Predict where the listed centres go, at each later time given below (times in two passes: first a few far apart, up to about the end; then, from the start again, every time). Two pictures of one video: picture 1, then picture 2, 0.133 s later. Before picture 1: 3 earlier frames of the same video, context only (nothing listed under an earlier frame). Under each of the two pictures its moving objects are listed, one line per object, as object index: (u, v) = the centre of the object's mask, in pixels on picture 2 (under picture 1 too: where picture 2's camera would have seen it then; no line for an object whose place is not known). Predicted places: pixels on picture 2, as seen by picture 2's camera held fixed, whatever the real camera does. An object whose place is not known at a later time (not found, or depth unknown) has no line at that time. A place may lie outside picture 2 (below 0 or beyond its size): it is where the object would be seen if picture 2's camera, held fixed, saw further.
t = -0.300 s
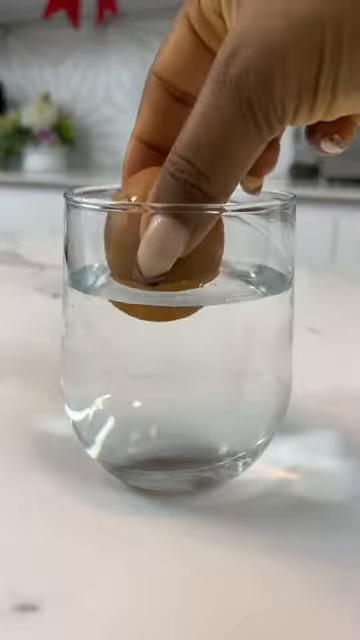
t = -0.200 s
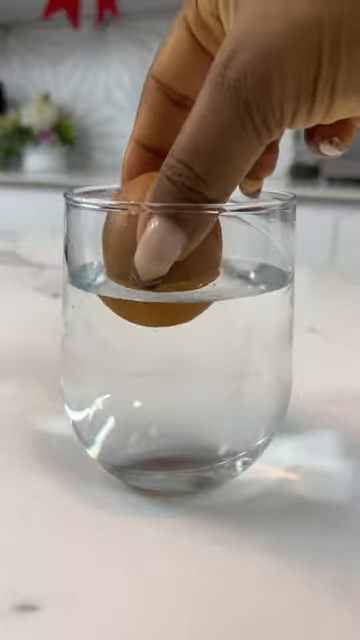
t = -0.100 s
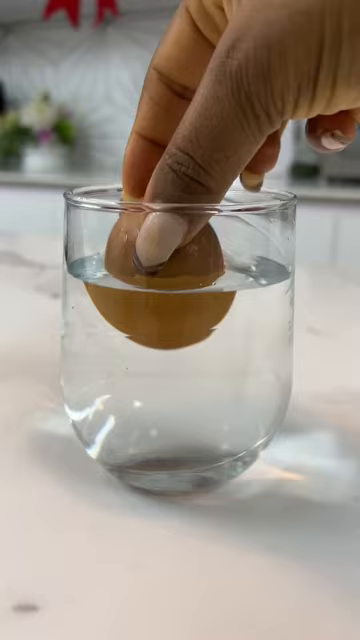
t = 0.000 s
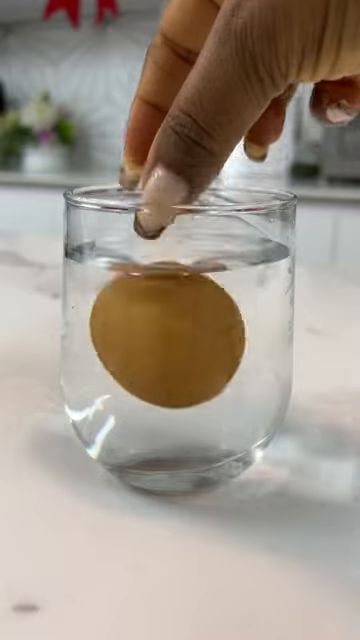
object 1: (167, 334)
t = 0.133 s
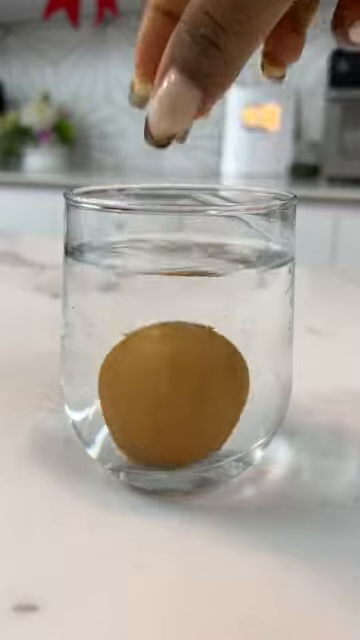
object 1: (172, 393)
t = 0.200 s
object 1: (176, 387)
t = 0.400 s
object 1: (188, 315)
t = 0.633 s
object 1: (202, 319)
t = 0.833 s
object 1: (205, 369)
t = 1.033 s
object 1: (211, 364)
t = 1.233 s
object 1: (214, 313)
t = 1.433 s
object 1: (214, 311)
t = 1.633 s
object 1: (213, 332)
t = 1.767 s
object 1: (213, 324)
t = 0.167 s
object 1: (174, 394)
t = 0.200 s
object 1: (176, 387)
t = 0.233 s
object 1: (179, 378)
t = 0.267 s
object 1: (182, 367)
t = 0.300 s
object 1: (184, 346)
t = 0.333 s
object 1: (186, 336)
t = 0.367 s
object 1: (187, 326)
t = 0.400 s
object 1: (188, 315)
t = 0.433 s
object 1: (188, 301)
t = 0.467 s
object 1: (190, 290)
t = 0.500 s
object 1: (193, 282)
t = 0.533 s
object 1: (197, 284)
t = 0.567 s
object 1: (200, 292)
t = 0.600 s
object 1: (201, 306)
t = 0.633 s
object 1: (202, 319)
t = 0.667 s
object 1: (201, 330)
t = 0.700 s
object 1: (200, 339)
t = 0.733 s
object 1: (201, 347)
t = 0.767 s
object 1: (202, 359)
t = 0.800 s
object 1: (204, 365)
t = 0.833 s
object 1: (205, 369)
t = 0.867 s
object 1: (206, 372)
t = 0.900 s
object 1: (207, 373)
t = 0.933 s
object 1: (207, 373)
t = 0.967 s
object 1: (208, 371)
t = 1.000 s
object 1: (209, 368)
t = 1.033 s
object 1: (211, 364)
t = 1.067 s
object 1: (212, 357)
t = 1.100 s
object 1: (214, 345)
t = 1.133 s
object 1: (215, 335)
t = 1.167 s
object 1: (214, 328)
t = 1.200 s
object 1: (214, 321)
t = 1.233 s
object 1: (214, 313)
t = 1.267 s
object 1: (213, 305)
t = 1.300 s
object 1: (212, 298)
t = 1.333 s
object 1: (213, 296)
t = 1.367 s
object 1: (213, 298)
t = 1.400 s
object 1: (214, 304)
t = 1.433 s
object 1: (214, 311)
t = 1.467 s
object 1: (213, 319)
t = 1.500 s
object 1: (212, 325)
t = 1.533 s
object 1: (211, 329)
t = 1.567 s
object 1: (211, 332)
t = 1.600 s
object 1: (211, 332)
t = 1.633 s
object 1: (213, 332)
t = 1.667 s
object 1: (214, 333)
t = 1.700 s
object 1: (214, 330)
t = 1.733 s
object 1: (214, 327)
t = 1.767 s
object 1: (213, 324)
